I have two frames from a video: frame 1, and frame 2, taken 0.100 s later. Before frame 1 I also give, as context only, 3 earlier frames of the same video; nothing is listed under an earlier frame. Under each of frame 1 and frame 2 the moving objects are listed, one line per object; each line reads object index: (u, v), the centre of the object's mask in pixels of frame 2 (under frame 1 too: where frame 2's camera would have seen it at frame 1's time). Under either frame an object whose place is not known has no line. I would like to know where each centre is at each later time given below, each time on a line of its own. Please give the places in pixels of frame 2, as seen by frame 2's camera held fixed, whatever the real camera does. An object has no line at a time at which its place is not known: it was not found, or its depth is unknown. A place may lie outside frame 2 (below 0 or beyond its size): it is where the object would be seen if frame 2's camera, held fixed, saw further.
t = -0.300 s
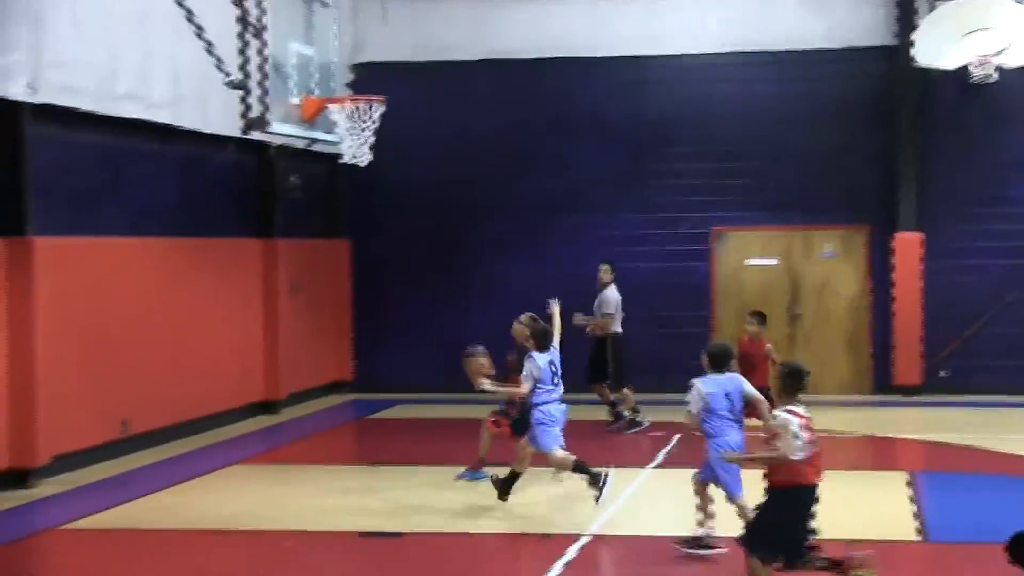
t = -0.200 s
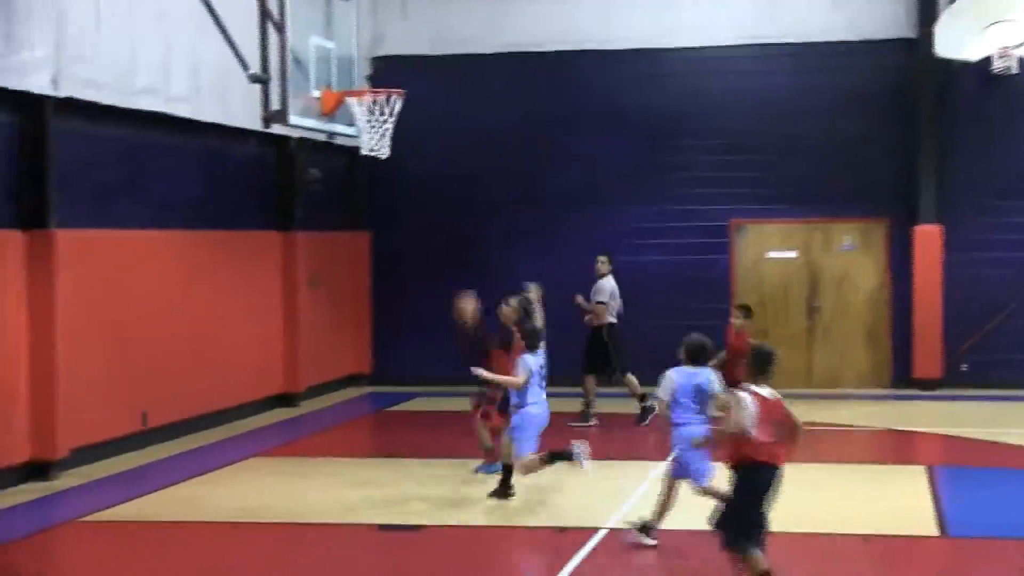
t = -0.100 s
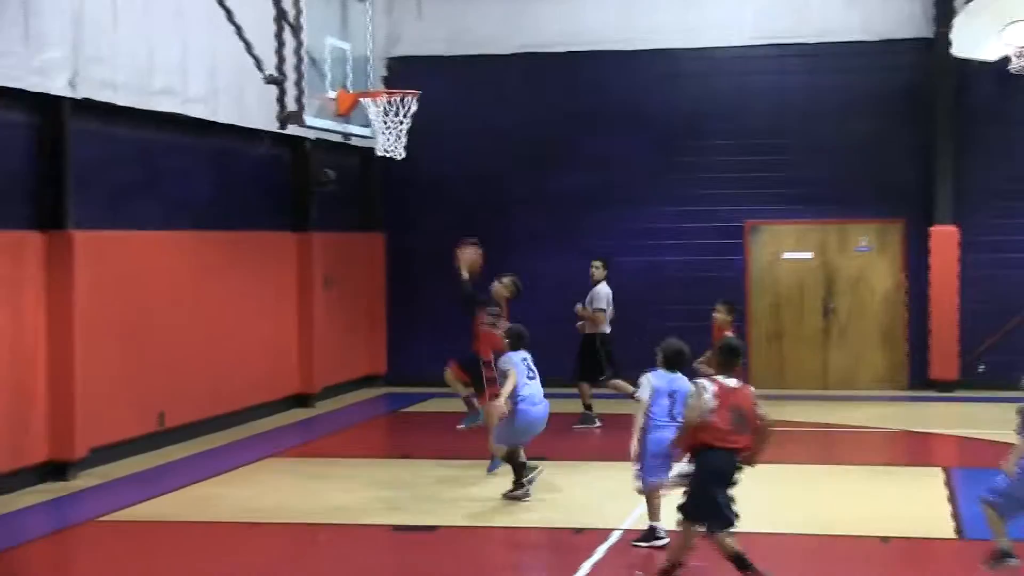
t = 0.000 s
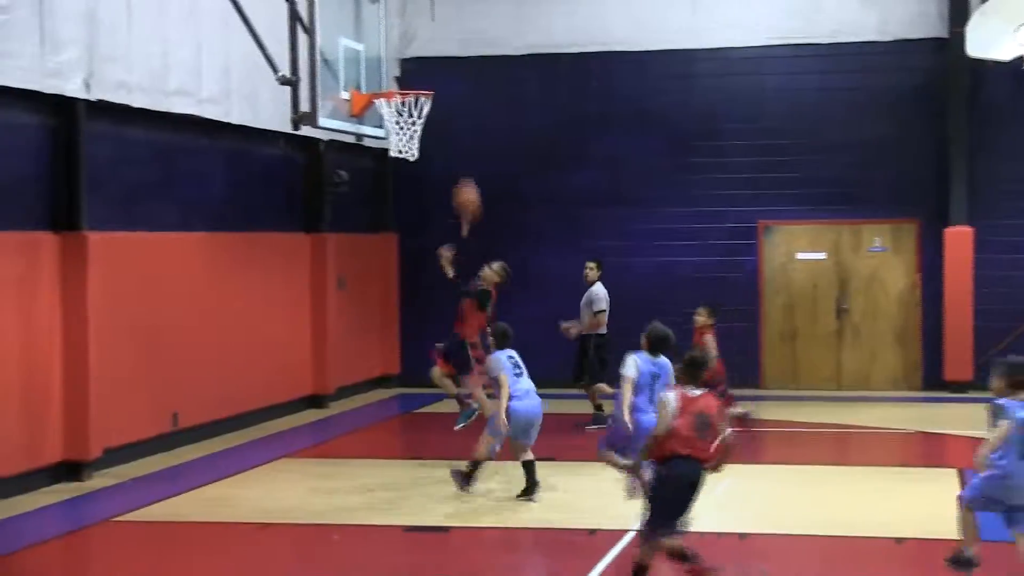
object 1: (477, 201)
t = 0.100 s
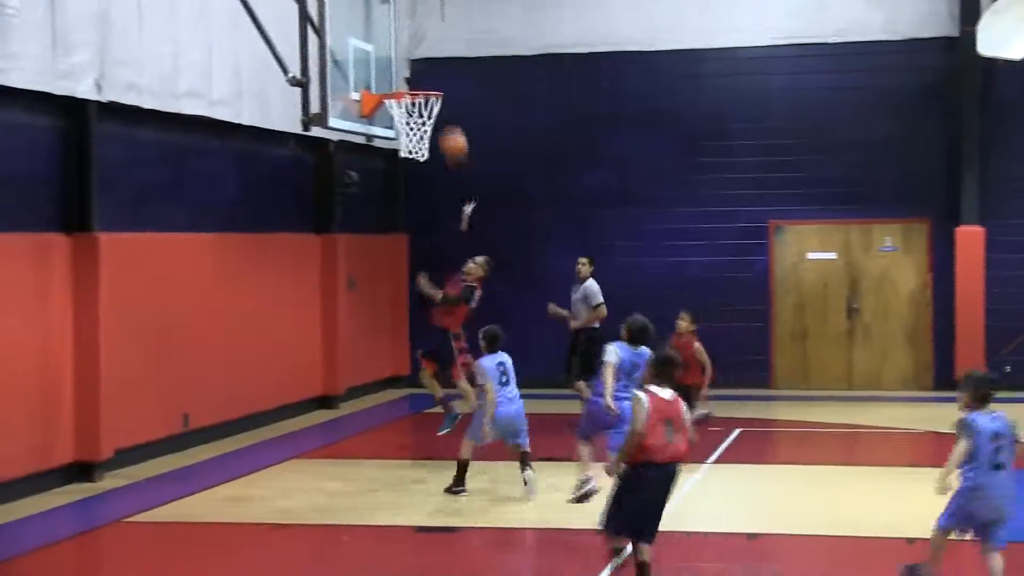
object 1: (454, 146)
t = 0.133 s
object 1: (447, 131)
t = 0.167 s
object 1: (443, 117)
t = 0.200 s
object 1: (430, 88)
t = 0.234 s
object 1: (422, 84)
